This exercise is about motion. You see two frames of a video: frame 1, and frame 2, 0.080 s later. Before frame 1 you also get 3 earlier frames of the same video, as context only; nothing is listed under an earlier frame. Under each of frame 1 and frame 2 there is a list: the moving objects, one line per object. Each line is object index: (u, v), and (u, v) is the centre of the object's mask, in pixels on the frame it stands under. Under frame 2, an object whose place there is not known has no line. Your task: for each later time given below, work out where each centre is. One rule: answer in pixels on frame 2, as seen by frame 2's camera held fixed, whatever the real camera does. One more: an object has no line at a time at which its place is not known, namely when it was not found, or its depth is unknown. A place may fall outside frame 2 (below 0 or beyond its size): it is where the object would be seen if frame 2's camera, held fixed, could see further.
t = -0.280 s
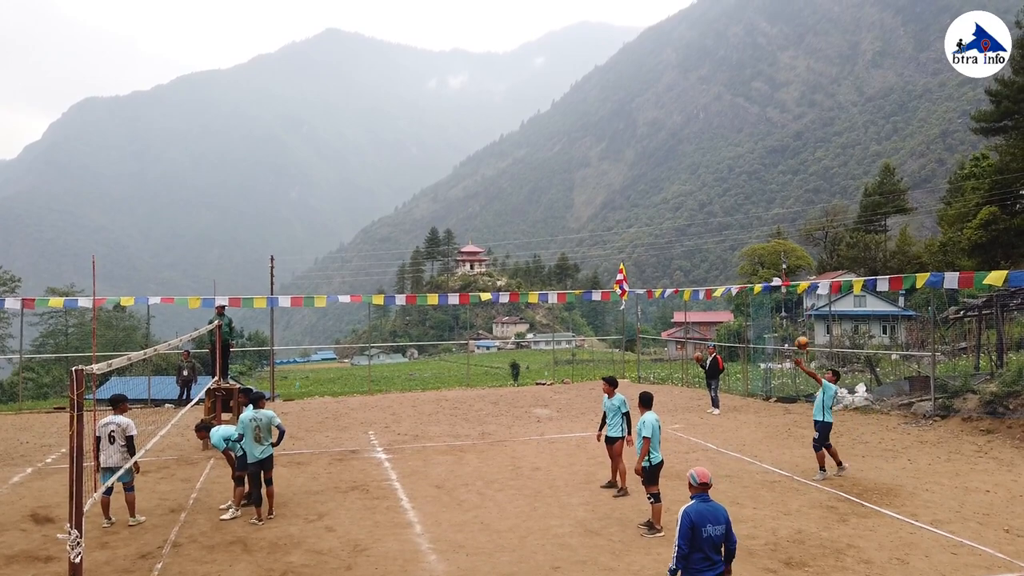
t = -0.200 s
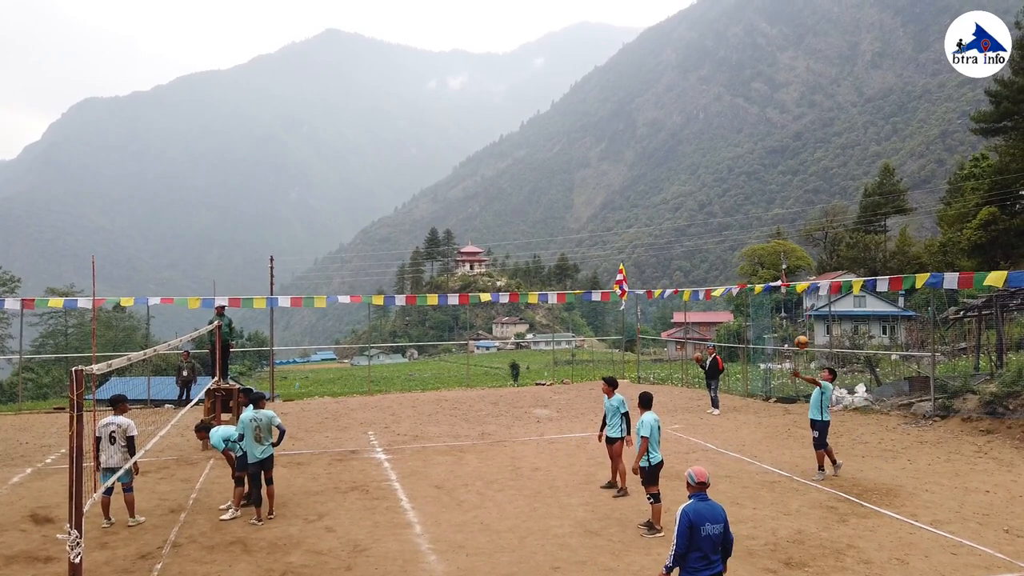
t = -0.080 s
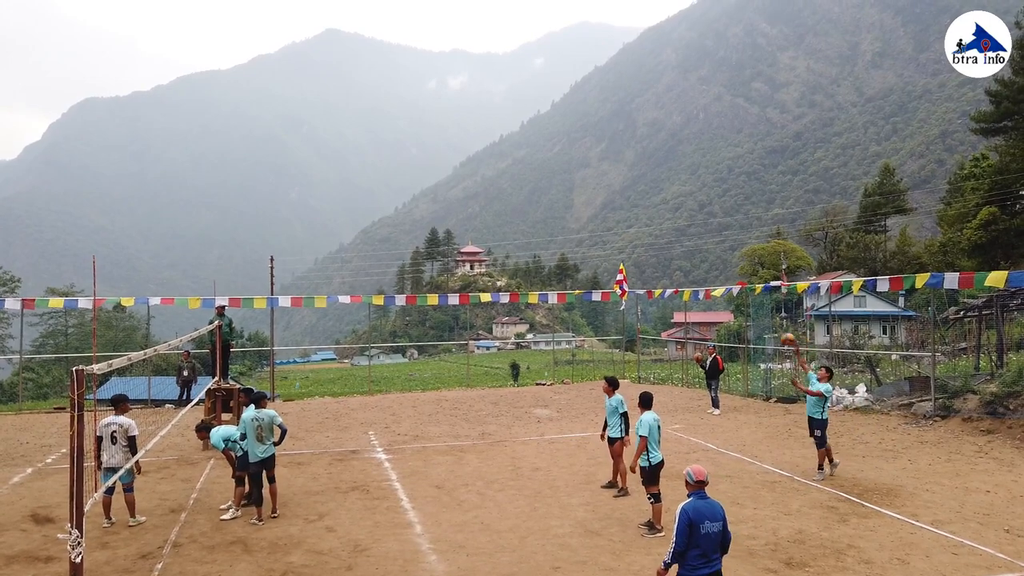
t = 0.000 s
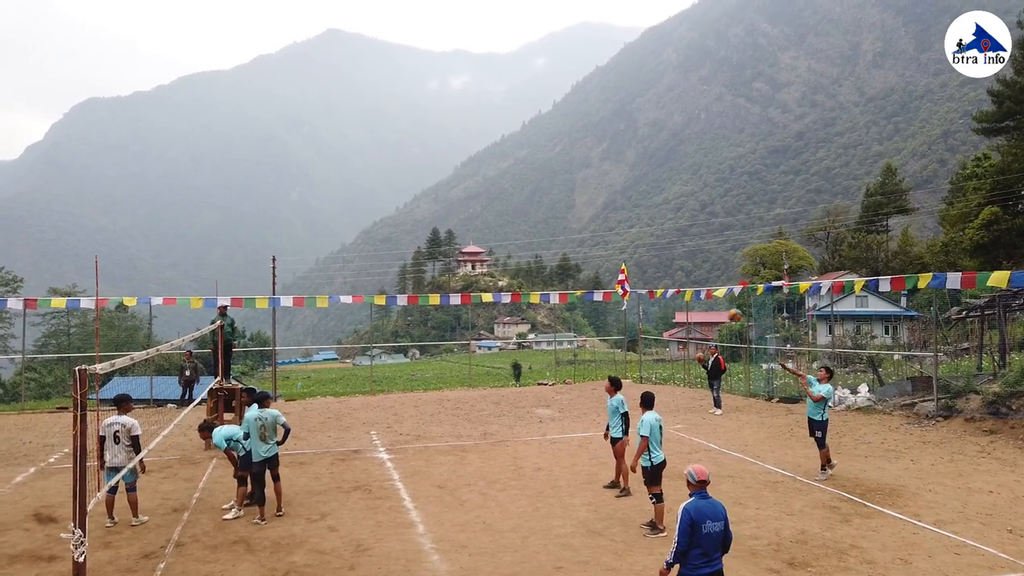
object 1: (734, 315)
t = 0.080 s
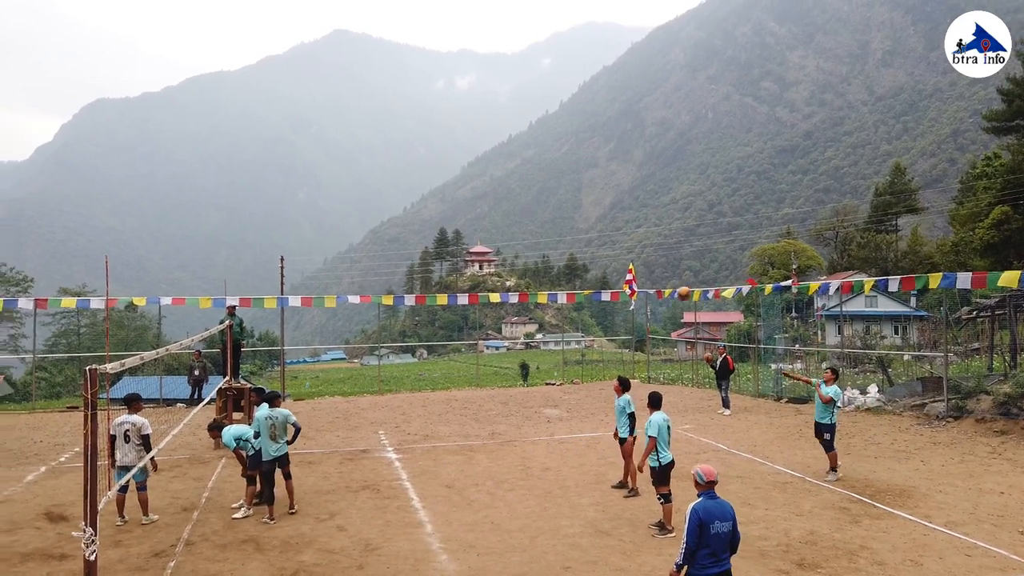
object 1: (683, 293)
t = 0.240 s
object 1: (559, 259)
